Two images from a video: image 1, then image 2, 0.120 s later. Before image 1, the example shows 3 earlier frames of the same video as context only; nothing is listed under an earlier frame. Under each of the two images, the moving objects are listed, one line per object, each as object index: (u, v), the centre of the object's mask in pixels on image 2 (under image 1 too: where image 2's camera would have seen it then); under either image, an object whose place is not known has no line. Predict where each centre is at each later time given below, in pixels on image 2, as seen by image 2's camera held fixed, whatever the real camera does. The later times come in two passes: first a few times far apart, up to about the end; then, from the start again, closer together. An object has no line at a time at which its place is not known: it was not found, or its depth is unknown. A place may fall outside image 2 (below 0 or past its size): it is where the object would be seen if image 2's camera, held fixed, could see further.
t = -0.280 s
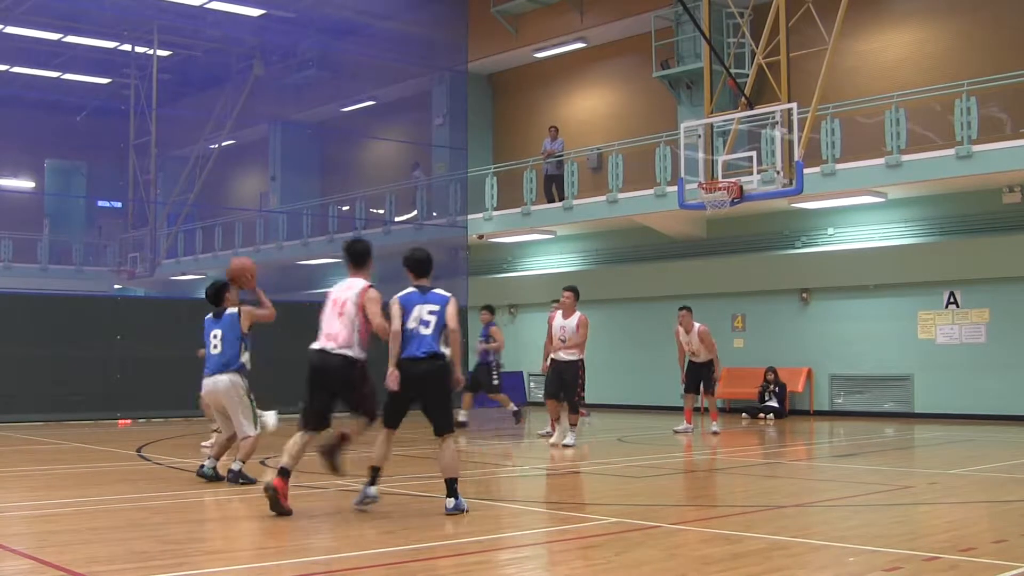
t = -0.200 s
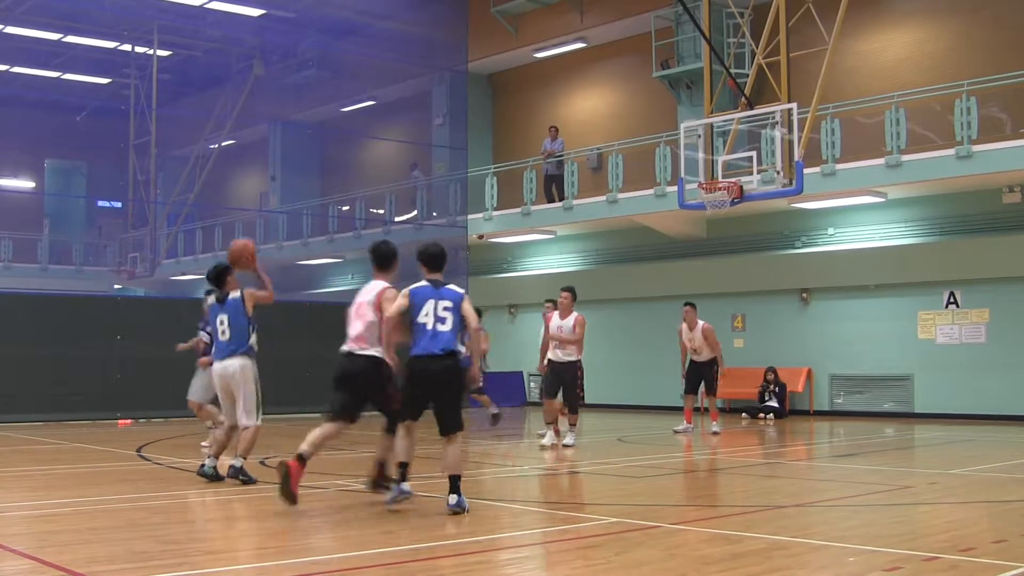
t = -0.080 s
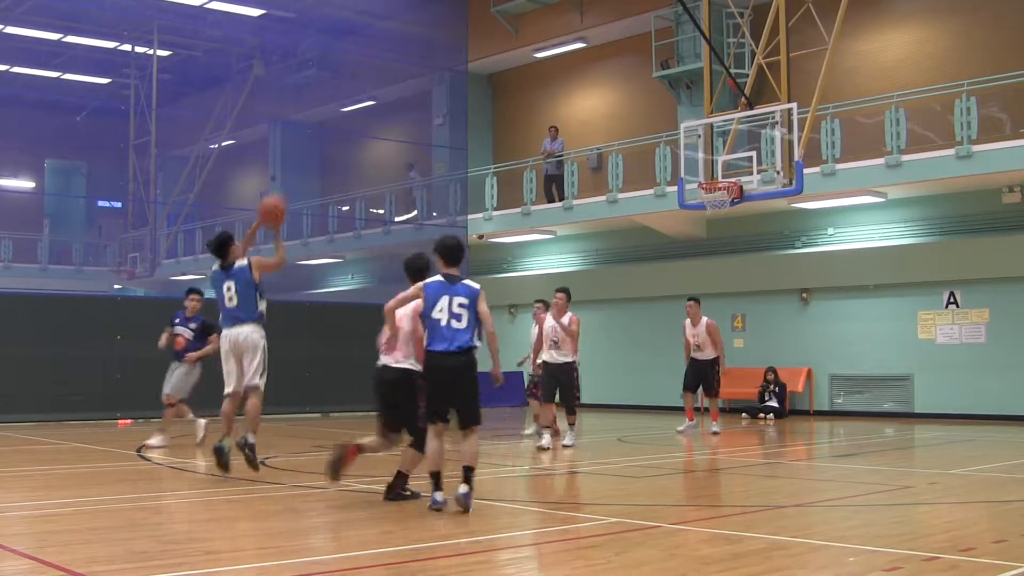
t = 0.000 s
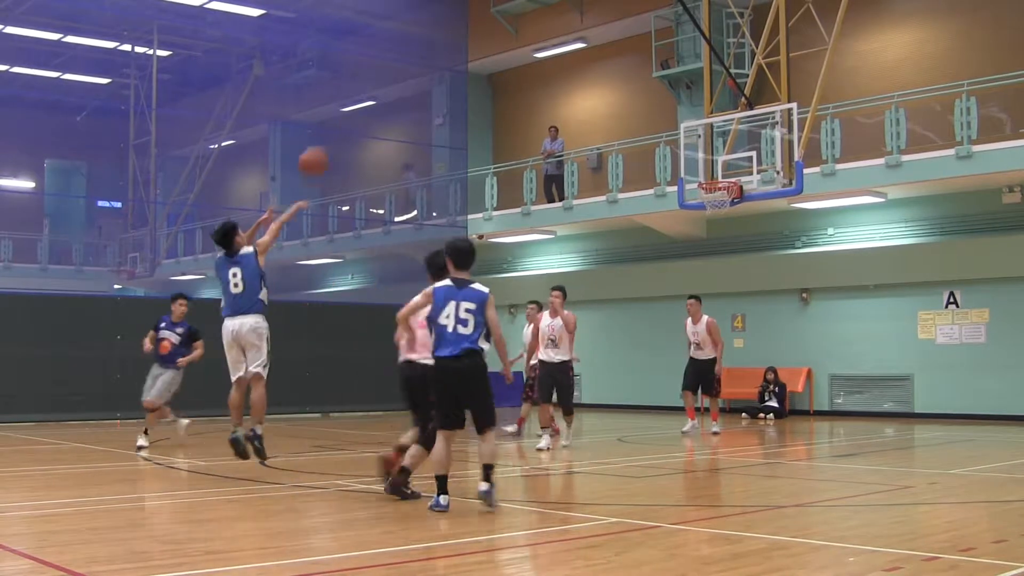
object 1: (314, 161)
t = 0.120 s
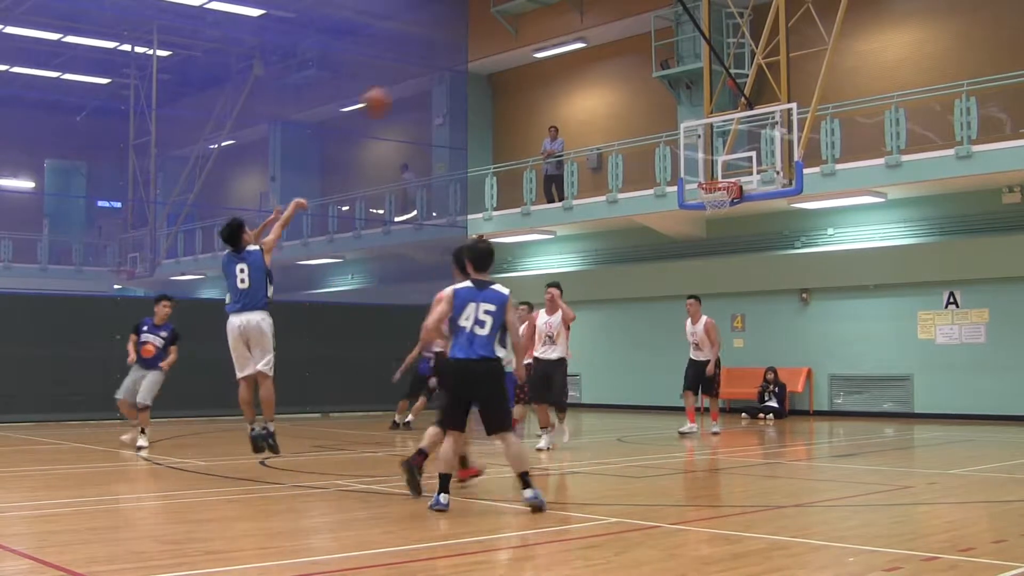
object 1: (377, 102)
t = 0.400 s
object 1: (498, 37)
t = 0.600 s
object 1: (573, 41)
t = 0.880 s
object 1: (661, 105)
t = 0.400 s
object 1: (498, 37)
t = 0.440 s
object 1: (515, 35)
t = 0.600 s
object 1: (573, 41)
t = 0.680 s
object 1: (601, 55)
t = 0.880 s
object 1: (661, 105)
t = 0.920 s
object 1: (672, 118)
